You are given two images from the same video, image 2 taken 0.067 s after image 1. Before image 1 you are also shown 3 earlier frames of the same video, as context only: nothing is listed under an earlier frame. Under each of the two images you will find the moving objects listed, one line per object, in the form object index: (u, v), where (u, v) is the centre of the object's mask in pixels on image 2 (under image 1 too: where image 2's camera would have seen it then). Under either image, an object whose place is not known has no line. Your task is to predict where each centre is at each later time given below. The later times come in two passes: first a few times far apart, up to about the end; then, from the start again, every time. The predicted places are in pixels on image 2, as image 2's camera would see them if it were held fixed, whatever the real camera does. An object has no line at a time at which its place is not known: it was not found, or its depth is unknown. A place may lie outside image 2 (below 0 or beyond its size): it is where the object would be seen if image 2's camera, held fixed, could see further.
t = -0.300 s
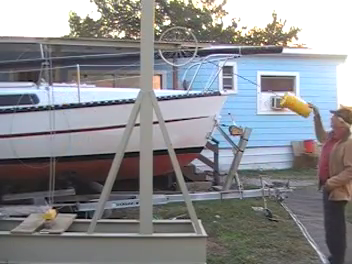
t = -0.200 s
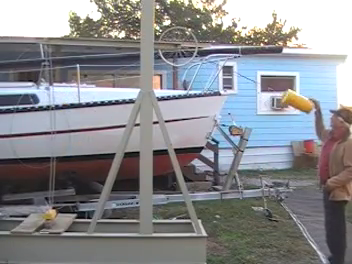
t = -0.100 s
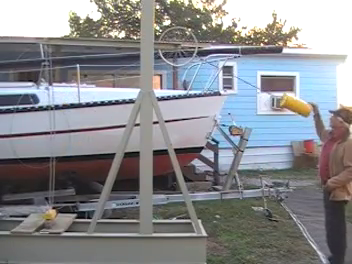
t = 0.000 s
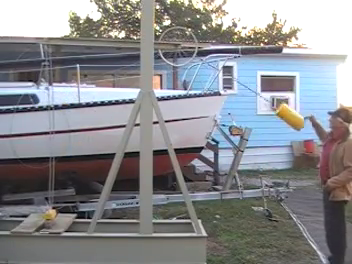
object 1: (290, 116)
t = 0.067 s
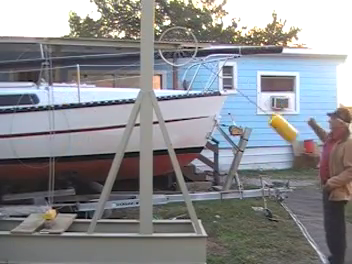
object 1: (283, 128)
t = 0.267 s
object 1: (241, 167)
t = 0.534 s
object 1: (136, 183)
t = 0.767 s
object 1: (76, 140)
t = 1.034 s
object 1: (53, 103)
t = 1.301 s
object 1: (58, 116)
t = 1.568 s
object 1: (105, 165)
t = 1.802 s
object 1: (193, 181)
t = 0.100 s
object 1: (278, 134)
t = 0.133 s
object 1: (273, 140)
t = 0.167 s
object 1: (266, 147)
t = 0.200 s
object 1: (259, 154)
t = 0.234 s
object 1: (251, 161)
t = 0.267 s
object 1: (241, 167)
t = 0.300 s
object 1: (230, 172)
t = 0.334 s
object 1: (219, 176)
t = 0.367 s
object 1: (207, 178)
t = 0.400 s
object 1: (194, 181)
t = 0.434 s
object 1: (184, 183)
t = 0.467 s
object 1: (168, 183)
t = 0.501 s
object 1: (158, 181)
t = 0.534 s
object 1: (136, 183)
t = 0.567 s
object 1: (130, 176)
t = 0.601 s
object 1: (121, 172)
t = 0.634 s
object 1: (105, 167)
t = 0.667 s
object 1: (98, 160)
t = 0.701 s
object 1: (90, 154)
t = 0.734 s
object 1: (83, 147)
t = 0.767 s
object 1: (76, 140)
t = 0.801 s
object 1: (71, 133)
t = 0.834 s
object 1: (66, 127)
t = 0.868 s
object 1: (62, 121)
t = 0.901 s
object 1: (59, 116)
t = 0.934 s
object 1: (56, 112)
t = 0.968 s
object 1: (54, 108)
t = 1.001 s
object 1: (53, 105)
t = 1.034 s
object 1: (53, 103)
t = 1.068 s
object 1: (52, 102)
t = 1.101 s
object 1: (52, 102)
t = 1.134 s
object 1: (52, 102)
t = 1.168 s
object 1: (52, 103)
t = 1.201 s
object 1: (53, 104)
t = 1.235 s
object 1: (54, 107)
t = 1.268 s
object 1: (56, 111)
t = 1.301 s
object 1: (58, 116)
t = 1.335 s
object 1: (62, 121)
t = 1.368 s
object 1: (66, 126)
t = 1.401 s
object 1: (70, 132)
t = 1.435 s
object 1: (76, 139)
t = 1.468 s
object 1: (82, 146)
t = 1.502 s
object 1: (89, 153)
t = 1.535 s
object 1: (98, 159)
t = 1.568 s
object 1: (105, 165)
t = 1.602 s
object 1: (121, 170)
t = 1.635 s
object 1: (130, 175)
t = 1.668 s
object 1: (136, 181)
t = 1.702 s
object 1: (157, 179)
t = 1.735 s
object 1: (167, 183)
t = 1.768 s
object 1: (178, 182)
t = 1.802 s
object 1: (193, 181)
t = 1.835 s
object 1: (205, 178)
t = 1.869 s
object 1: (217, 177)
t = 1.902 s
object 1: (229, 173)
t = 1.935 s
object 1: (239, 168)
